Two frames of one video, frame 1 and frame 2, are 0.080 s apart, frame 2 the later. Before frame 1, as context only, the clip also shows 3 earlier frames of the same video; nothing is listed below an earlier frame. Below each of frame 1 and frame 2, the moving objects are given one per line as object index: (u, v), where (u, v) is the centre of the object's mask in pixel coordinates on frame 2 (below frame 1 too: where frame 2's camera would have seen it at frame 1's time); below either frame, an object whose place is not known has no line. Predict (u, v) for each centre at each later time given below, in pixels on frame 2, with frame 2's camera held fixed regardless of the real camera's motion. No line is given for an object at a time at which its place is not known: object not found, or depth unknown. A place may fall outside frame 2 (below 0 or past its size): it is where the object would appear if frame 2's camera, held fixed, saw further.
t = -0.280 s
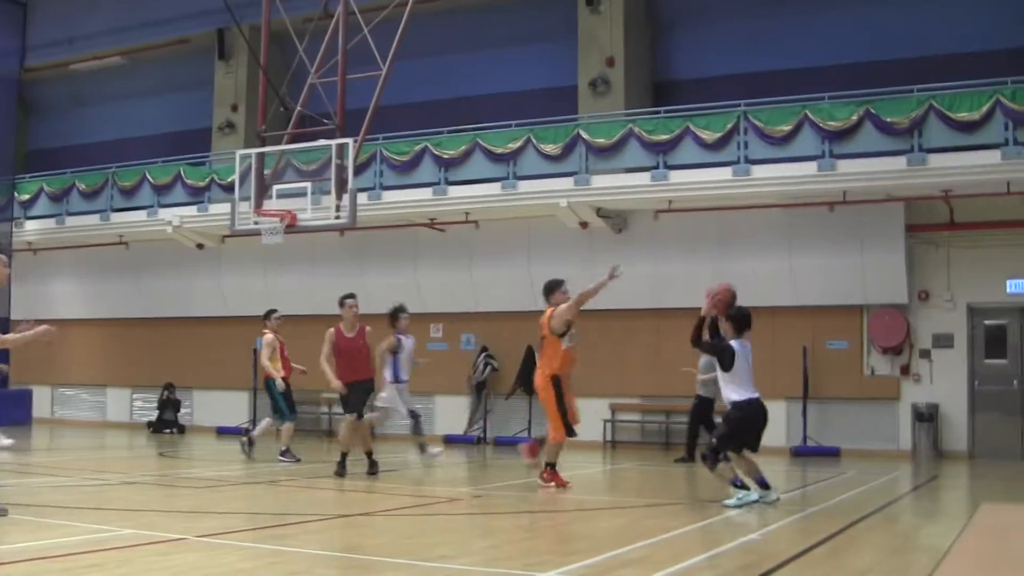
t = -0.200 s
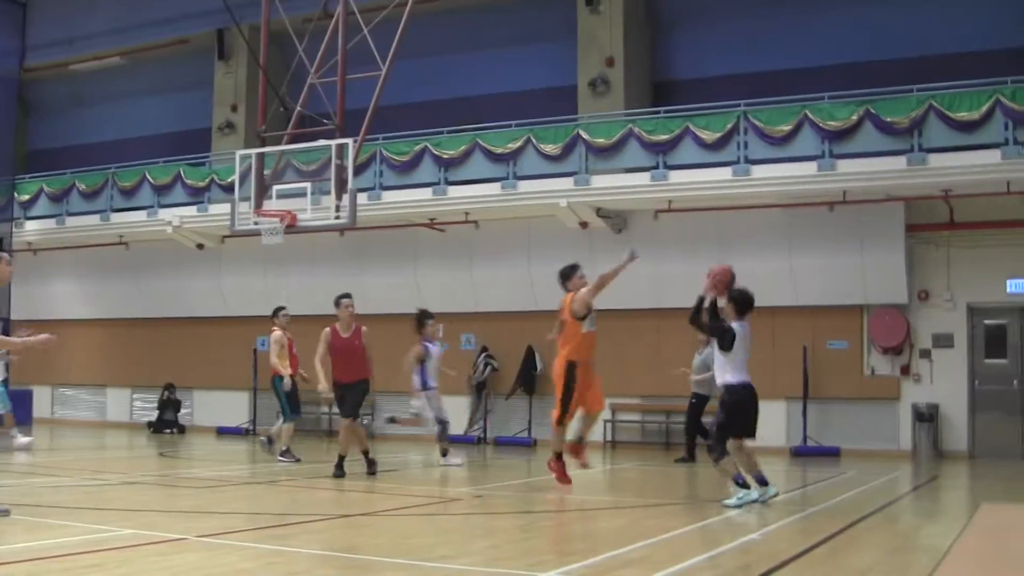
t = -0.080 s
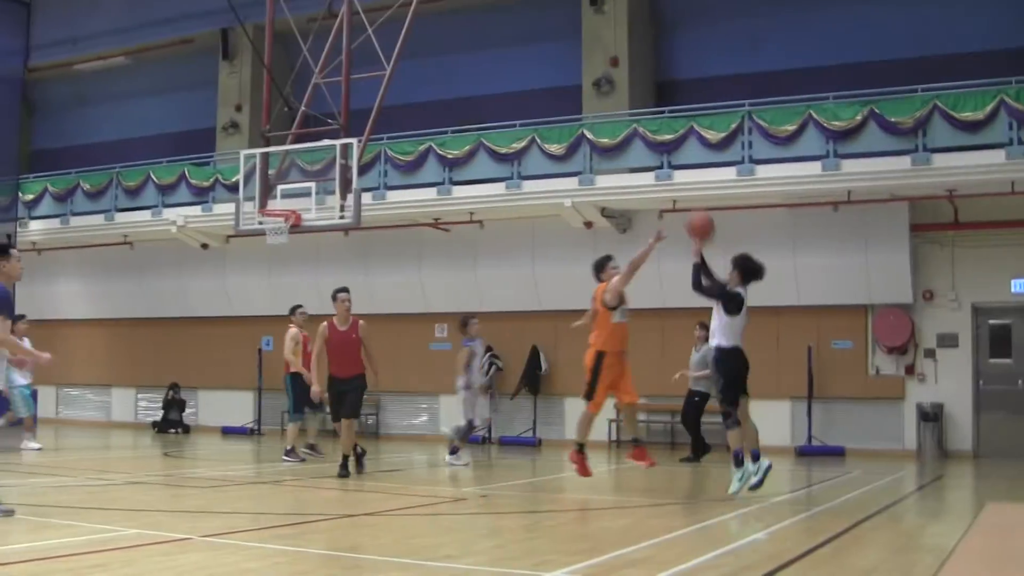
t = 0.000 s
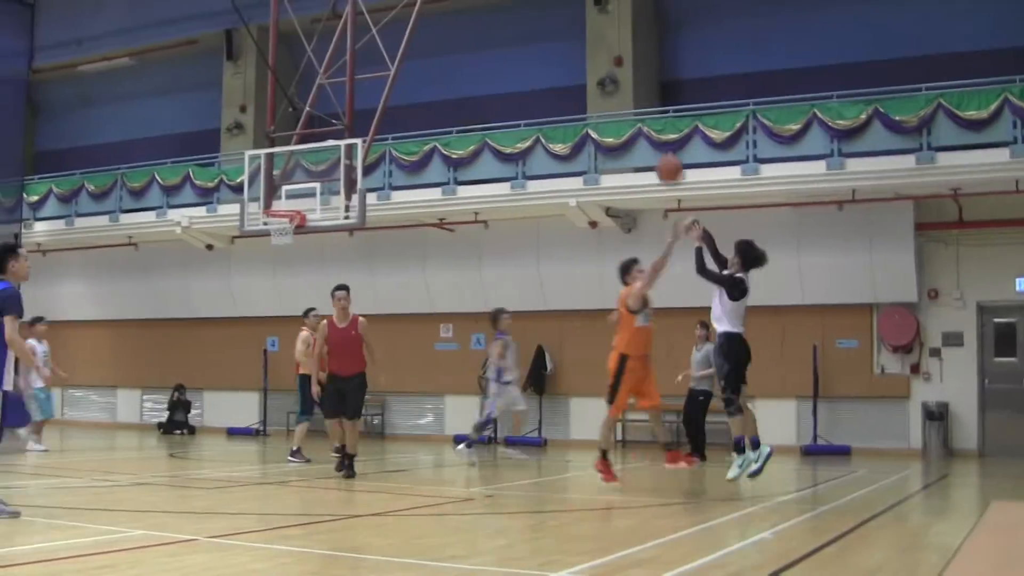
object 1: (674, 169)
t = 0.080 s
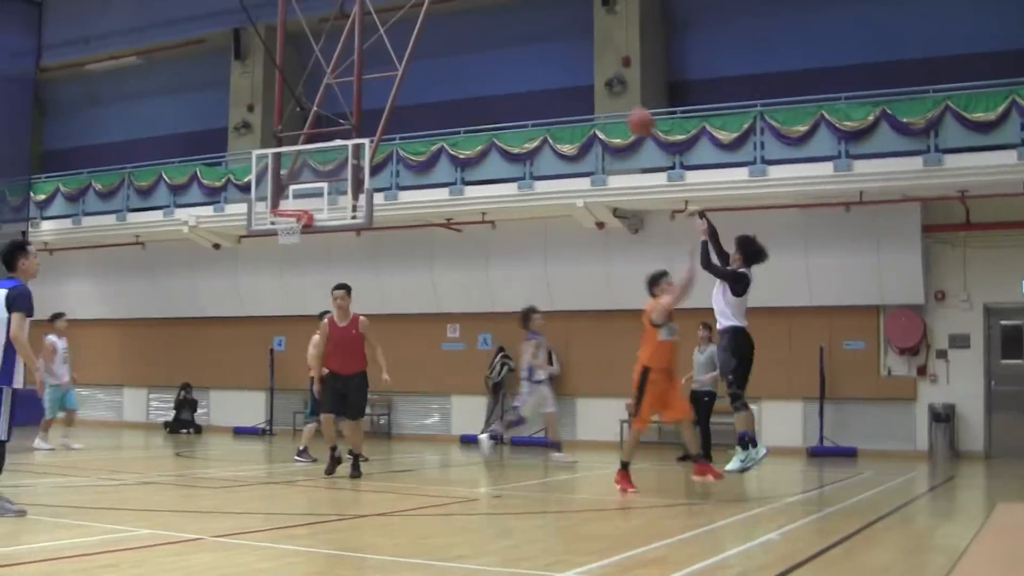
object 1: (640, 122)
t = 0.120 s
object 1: (624, 101)
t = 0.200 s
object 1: (595, 69)
